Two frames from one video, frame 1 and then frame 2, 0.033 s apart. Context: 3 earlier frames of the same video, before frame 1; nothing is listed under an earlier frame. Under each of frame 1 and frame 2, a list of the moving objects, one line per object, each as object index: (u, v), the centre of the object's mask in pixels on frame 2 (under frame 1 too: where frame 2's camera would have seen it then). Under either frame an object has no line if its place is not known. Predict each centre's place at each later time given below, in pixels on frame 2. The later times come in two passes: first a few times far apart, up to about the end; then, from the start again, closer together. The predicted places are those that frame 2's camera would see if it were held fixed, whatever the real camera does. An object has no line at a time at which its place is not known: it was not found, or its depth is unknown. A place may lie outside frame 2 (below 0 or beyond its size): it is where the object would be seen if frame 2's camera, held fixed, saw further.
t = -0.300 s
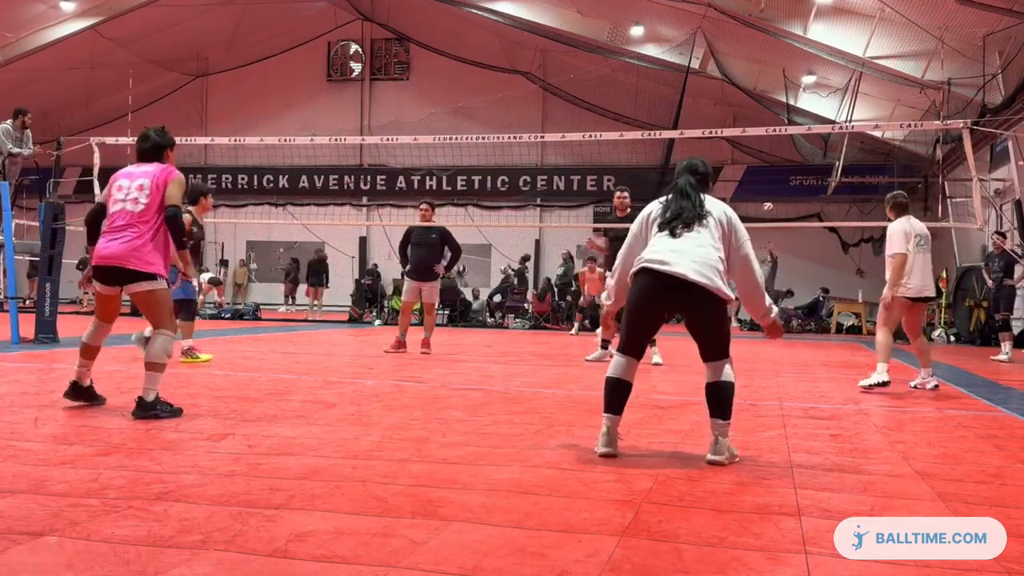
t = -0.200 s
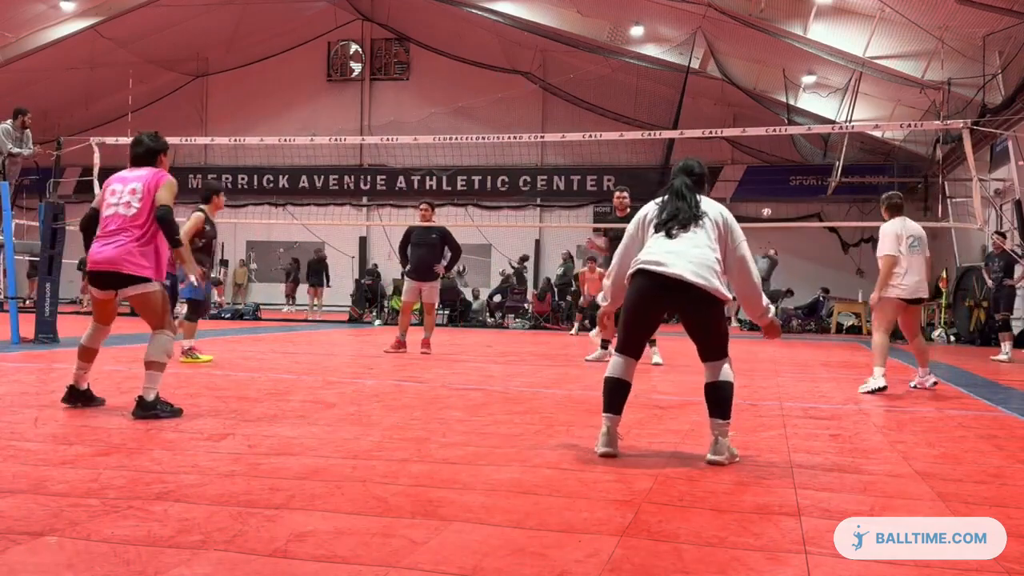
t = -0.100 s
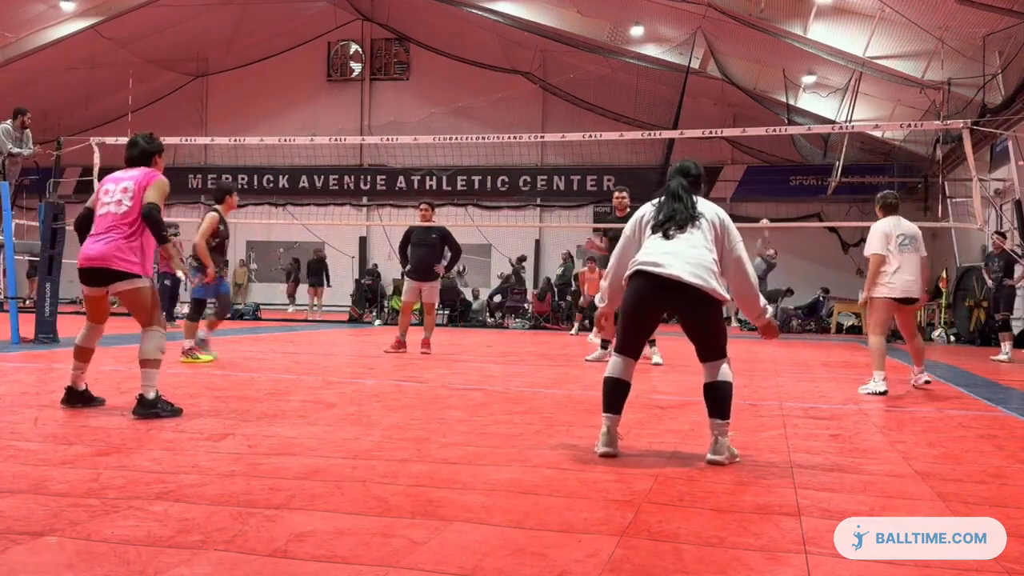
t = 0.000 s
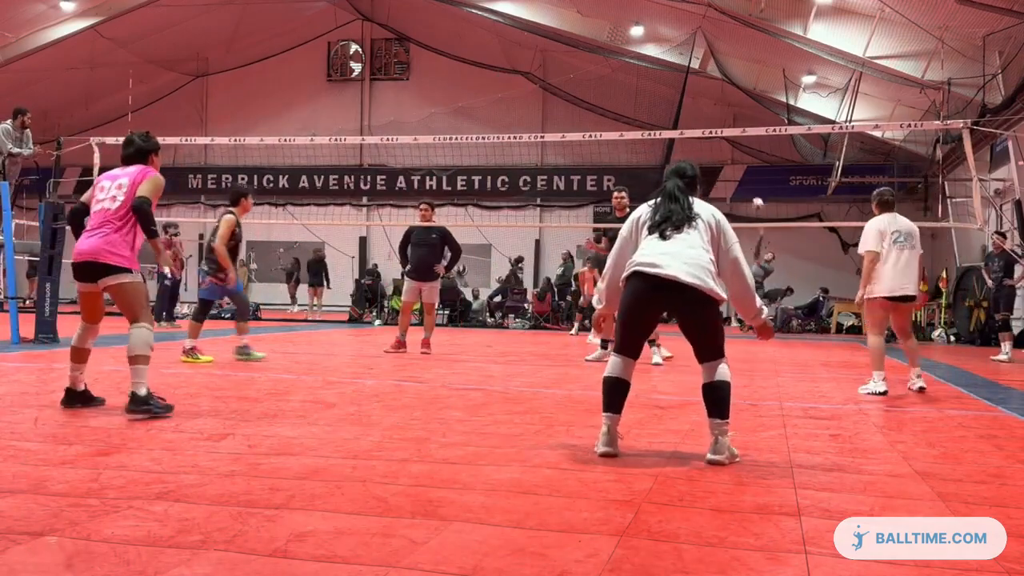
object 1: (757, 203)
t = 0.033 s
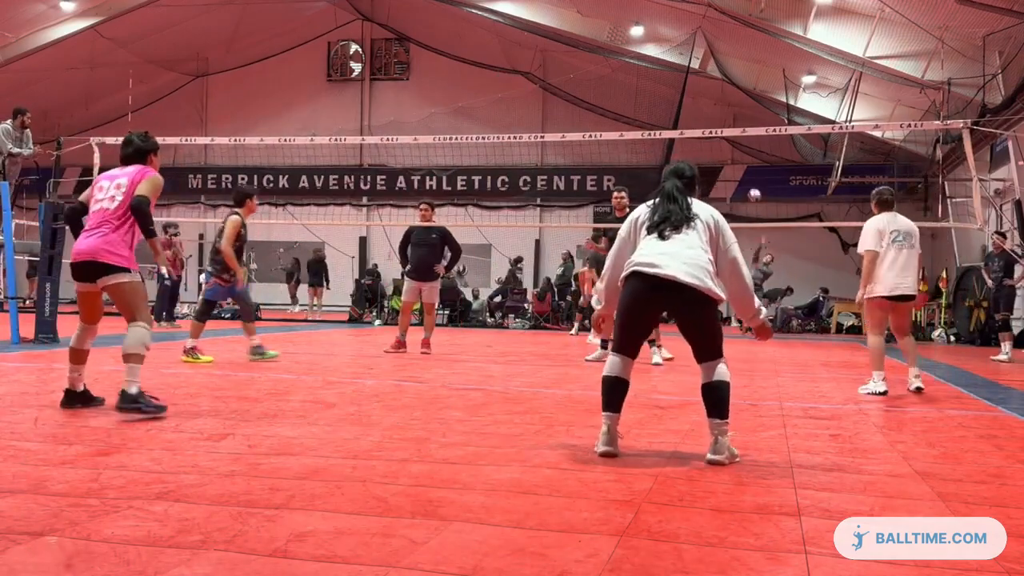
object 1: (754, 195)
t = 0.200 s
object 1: (738, 153)
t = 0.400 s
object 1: (716, 113)
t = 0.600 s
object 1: (680, 92)
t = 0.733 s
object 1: (644, 94)
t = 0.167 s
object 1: (742, 161)
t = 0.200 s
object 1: (738, 153)
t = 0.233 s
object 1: (735, 146)
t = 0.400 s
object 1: (716, 113)
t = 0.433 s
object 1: (711, 108)
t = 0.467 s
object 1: (705, 102)
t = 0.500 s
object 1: (700, 98)
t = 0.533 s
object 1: (693, 95)
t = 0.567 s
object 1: (686, 93)
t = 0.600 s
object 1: (680, 92)
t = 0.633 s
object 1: (672, 90)
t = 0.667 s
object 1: (663, 90)
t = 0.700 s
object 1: (655, 92)
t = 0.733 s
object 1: (644, 94)
